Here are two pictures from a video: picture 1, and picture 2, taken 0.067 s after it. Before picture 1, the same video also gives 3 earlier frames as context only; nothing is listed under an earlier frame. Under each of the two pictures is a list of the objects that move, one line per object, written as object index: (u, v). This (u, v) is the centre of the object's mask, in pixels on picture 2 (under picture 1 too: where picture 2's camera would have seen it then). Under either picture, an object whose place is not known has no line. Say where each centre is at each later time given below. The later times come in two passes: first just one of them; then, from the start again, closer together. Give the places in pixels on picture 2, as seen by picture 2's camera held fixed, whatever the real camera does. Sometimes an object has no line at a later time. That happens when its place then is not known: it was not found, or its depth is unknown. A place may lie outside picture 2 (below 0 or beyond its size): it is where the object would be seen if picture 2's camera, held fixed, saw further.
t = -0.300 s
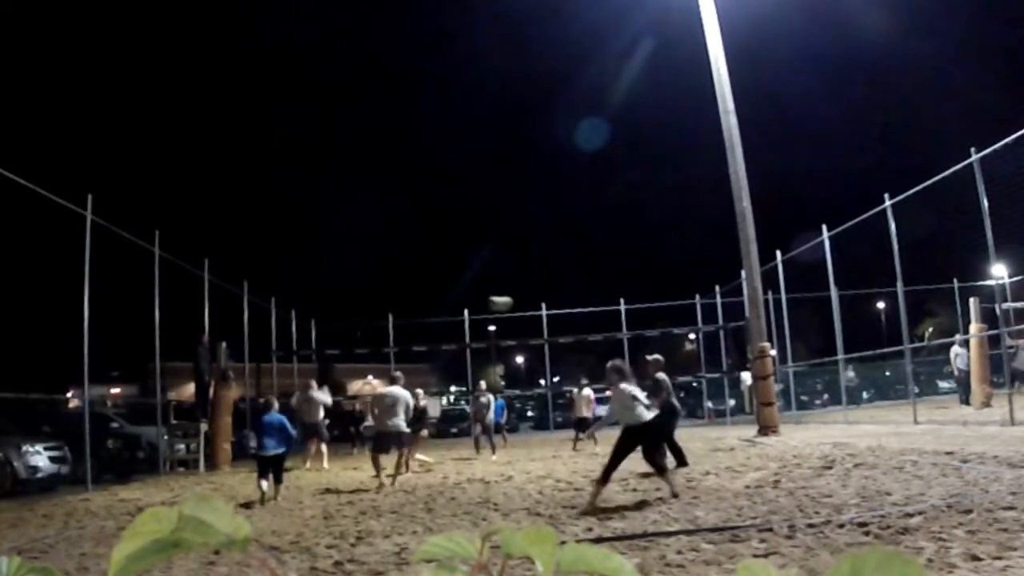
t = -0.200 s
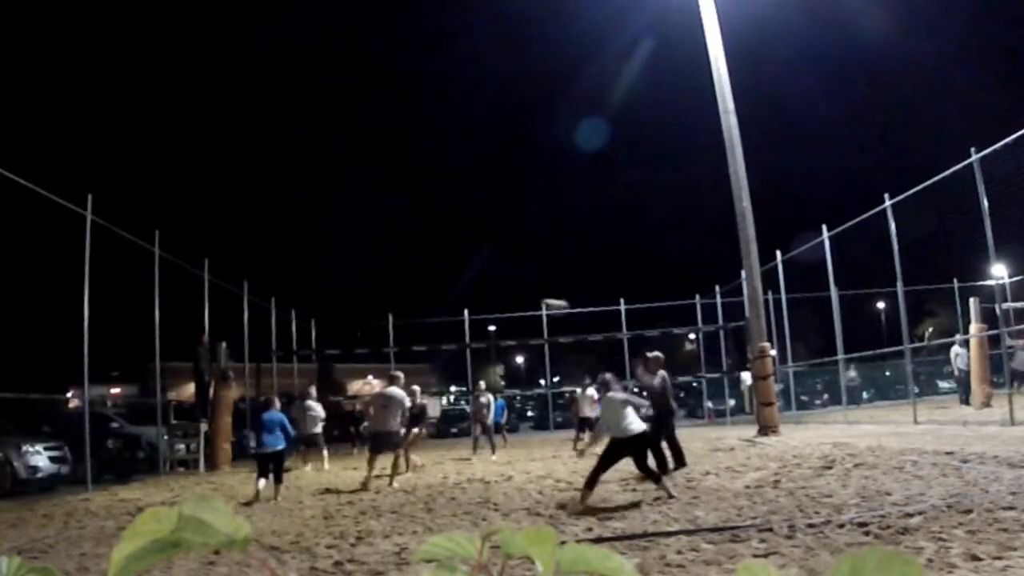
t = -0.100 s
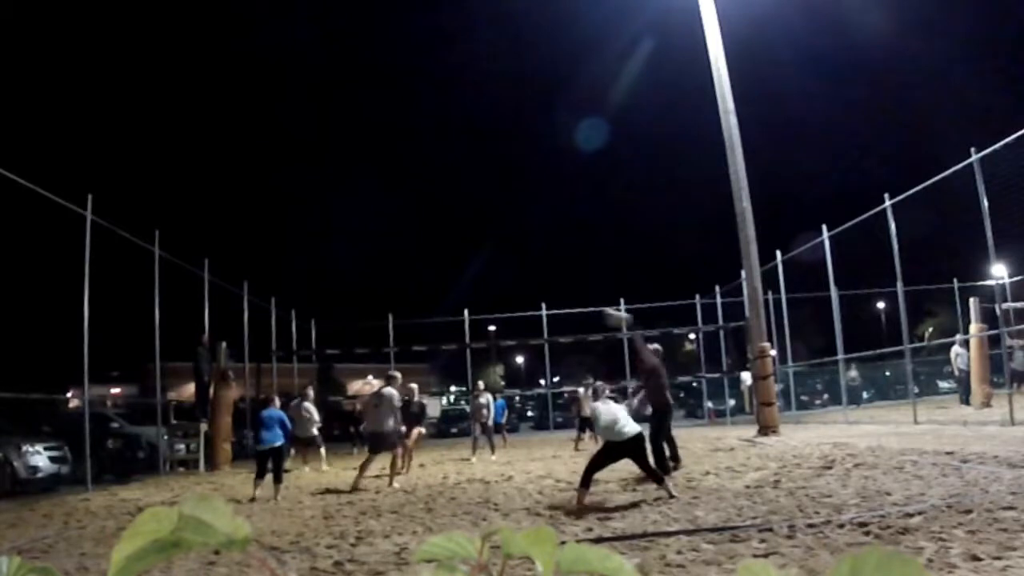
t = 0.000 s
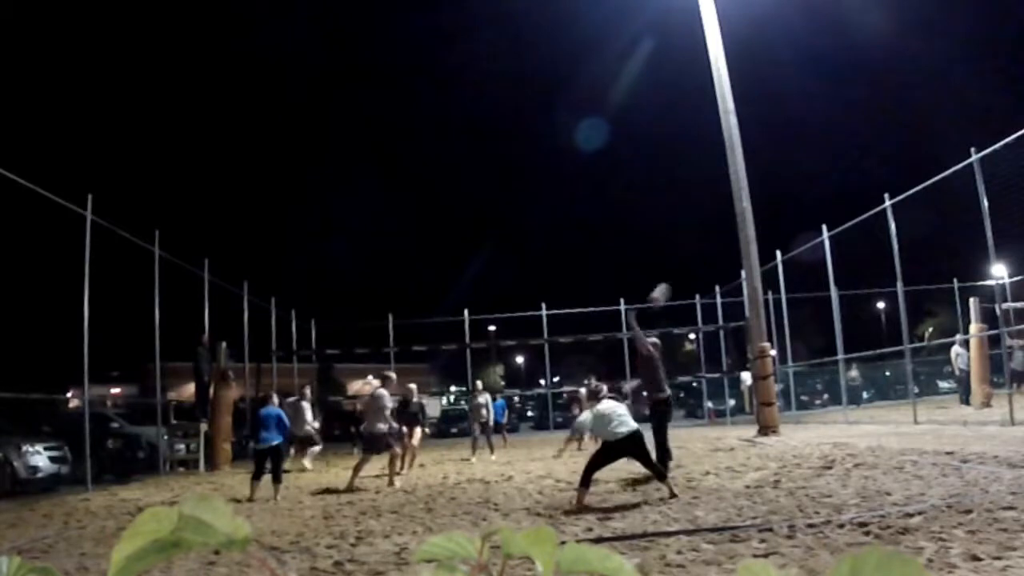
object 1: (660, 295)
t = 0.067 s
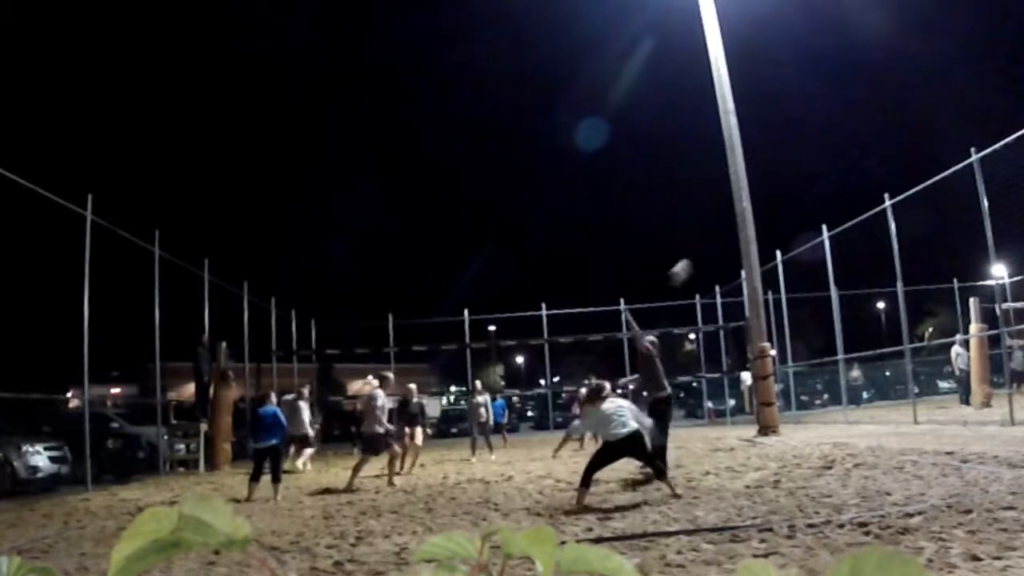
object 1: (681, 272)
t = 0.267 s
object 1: (748, 215)
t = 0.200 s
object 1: (724, 233)
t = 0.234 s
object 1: (733, 226)
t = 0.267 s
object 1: (748, 215)
